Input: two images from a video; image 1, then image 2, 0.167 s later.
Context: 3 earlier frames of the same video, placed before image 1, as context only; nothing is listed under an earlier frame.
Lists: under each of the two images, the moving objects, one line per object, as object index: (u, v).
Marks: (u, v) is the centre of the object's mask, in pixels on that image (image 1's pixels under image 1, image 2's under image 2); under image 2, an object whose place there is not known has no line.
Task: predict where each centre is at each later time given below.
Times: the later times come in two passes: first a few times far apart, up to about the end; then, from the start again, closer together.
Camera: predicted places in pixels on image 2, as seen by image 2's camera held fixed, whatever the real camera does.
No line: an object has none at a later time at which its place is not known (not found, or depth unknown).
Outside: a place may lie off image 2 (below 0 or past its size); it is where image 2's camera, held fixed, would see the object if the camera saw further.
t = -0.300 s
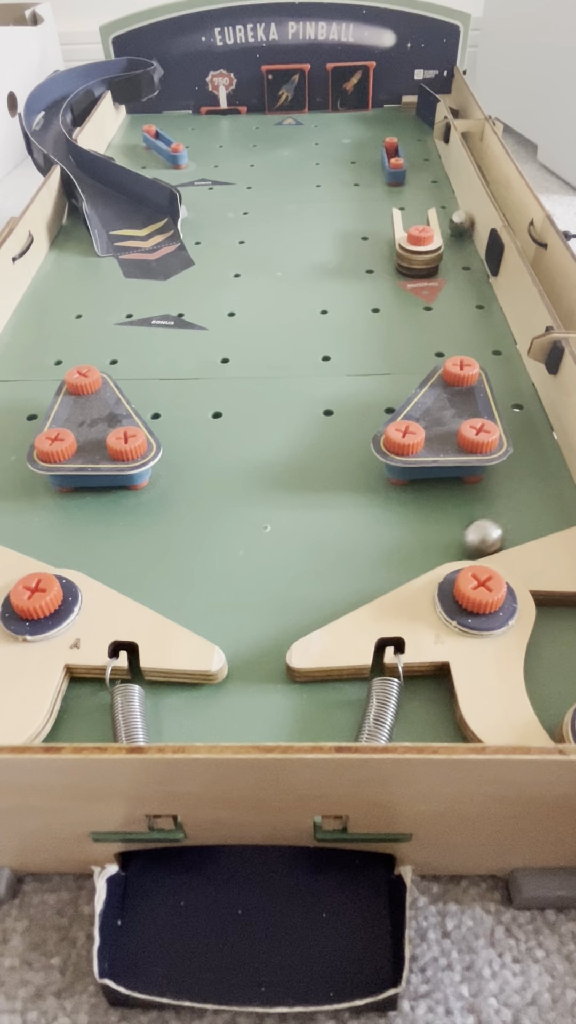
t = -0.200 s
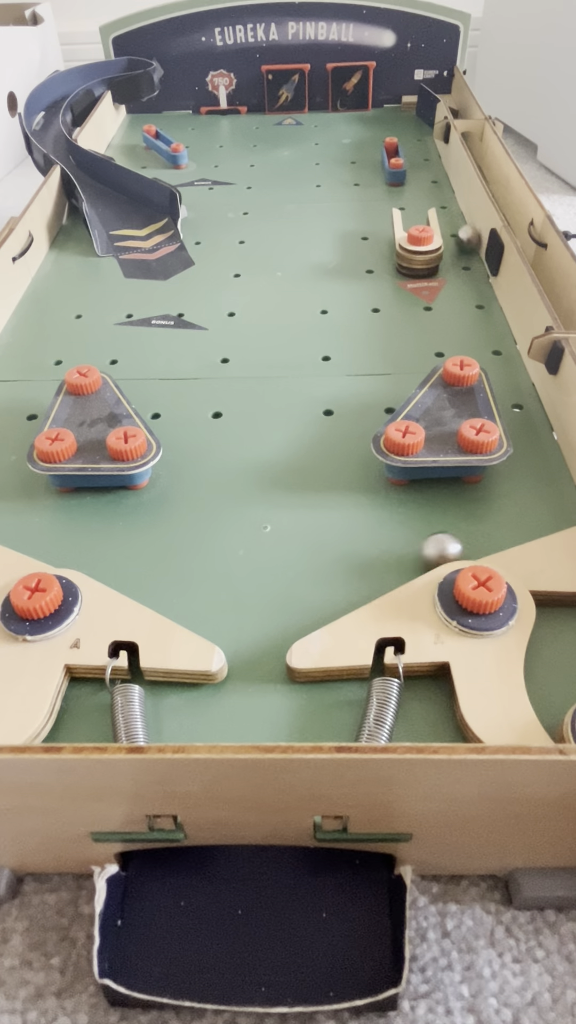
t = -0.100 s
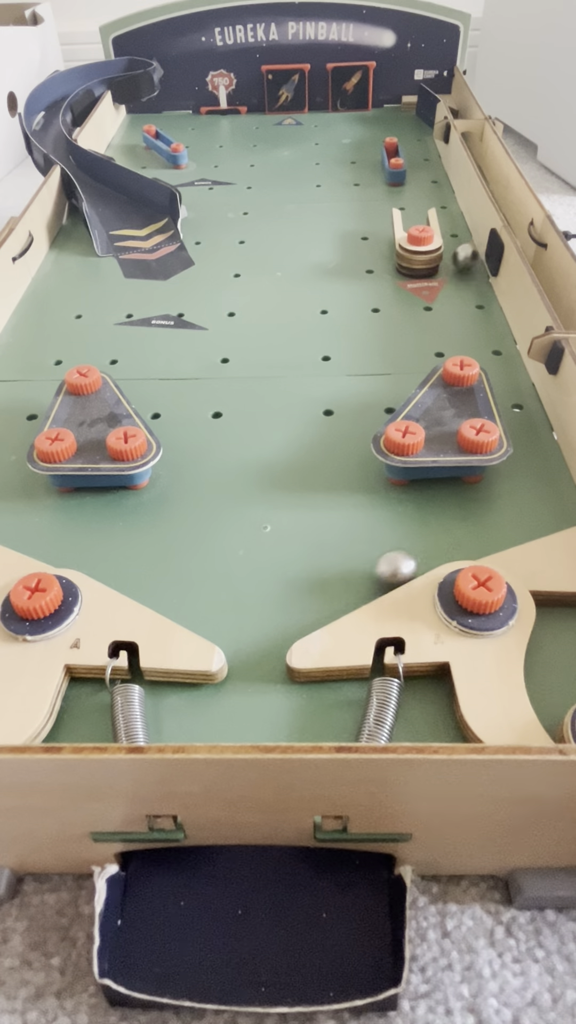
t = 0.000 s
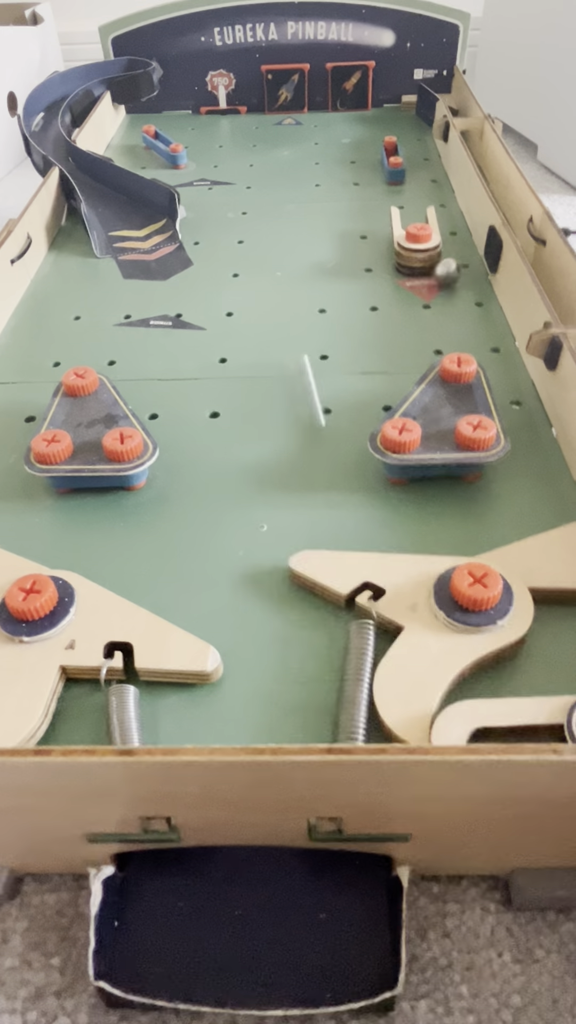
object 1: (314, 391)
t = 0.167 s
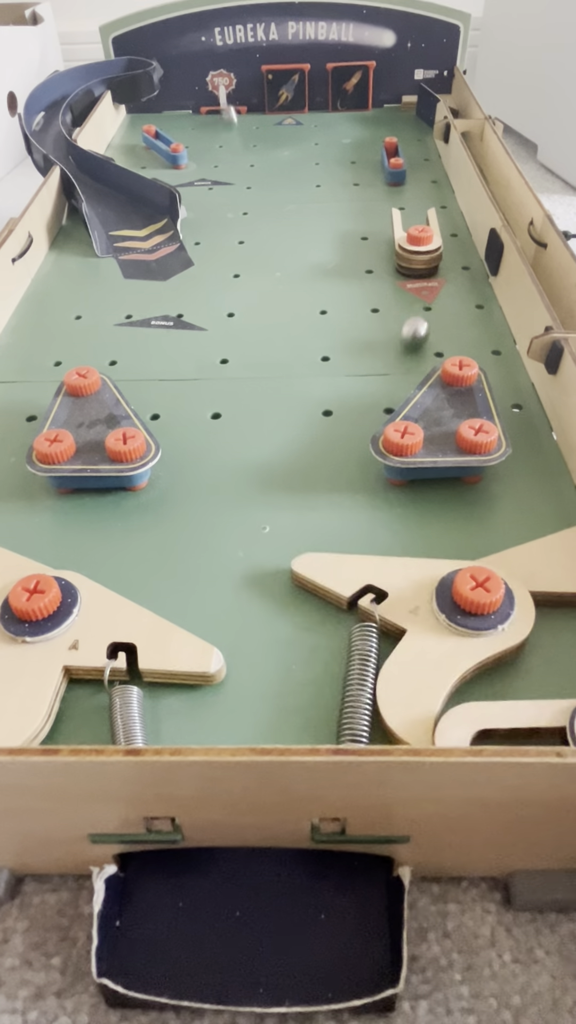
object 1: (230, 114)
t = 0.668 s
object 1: (136, 129)
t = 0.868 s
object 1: (126, 136)
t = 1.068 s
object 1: (128, 157)
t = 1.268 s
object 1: (171, 183)
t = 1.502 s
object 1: (257, 243)
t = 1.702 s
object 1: (351, 355)
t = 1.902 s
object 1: (227, 437)
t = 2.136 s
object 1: (227, 370)
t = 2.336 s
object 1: (292, 347)
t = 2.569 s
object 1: (363, 389)
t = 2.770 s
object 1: (316, 450)
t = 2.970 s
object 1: (142, 542)
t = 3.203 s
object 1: (72, 555)
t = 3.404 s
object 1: (77, 557)
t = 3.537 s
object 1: (94, 563)
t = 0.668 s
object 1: (136, 129)
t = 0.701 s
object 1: (127, 131)
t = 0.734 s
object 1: (118, 131)
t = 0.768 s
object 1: (122, 131)
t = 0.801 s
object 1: (124, 132)
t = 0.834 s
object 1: (125, 133)
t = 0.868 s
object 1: (126, 136)
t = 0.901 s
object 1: (127, 138)
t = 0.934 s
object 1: (128, 141)
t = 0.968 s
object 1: (129, 144)
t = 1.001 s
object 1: (129, 149)
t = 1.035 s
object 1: (128, 154)
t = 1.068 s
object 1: (128, 157)
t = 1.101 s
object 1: (129, 162)
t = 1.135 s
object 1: (130, 166)
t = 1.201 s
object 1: (148, 175)
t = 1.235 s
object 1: (159, 177)
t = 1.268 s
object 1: (171, 183)
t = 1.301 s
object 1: (184, 192)
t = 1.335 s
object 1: (192, 200)
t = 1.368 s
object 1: (204, 207)
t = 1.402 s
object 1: (218, 214)
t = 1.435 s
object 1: (230, 223)
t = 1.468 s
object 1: (244, 233)
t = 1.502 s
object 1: (257, 243)
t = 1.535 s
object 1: (271, 257)
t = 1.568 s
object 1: (285, 271)
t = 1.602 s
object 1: (299, 288)
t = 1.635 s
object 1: (315, 306)
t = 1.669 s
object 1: (332, 328)
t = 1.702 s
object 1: (351, 355)
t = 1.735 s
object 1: (373, 380)
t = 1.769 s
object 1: (387, 407)
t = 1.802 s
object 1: (366, 426)
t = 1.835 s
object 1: (326, 431)
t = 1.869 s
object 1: (276, 431)
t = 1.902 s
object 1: (227, 437)
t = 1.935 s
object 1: (180, 441)
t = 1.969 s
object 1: (160, 430)
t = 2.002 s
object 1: (170, 419)
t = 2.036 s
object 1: (187, 403)
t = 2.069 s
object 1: (201, 389)
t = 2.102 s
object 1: (214, 378)
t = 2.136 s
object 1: (227, 370)
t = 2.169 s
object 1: (239, 362)
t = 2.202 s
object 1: (251, 356)
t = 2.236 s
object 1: (262, 351)
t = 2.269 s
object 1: (272, 349)
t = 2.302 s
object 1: (282, 347)
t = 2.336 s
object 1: (292, 347)
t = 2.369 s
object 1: (301, 349)
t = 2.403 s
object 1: (312, 352)
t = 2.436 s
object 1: (322, 357)
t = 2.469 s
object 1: (331, 363)
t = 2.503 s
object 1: (342, 370)
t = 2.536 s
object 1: (352, 379)
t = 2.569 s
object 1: (363, 389)
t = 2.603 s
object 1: (373, 401)
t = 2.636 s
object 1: (381, 411)
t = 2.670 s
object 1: (383, 420)
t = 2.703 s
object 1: (362, 432)
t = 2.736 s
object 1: (339, 442)
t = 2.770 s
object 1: (316, 450)
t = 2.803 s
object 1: (290, 460)
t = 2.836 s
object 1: (264, 470)
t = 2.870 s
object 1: (236, 483)
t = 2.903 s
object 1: (207, 500)
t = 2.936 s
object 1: (175, 520)
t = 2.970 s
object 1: (142, 542)
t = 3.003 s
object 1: (109, 566)
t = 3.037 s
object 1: (99, 564)
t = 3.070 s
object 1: (92, 561)
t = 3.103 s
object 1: (85, 559)
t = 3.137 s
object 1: (79, 557)
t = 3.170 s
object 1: (74, 557)
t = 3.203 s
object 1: (72, 555)
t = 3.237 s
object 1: (71, 555)
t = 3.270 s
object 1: (71, 555)
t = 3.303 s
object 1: (71, 555)
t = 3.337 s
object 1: (72, 555)
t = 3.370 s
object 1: (74, 557)
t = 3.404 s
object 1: (77, 557)
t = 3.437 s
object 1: (81, 558)
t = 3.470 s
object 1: (85, 559)
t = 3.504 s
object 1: (89, 561)
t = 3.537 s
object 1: (94, 563)
